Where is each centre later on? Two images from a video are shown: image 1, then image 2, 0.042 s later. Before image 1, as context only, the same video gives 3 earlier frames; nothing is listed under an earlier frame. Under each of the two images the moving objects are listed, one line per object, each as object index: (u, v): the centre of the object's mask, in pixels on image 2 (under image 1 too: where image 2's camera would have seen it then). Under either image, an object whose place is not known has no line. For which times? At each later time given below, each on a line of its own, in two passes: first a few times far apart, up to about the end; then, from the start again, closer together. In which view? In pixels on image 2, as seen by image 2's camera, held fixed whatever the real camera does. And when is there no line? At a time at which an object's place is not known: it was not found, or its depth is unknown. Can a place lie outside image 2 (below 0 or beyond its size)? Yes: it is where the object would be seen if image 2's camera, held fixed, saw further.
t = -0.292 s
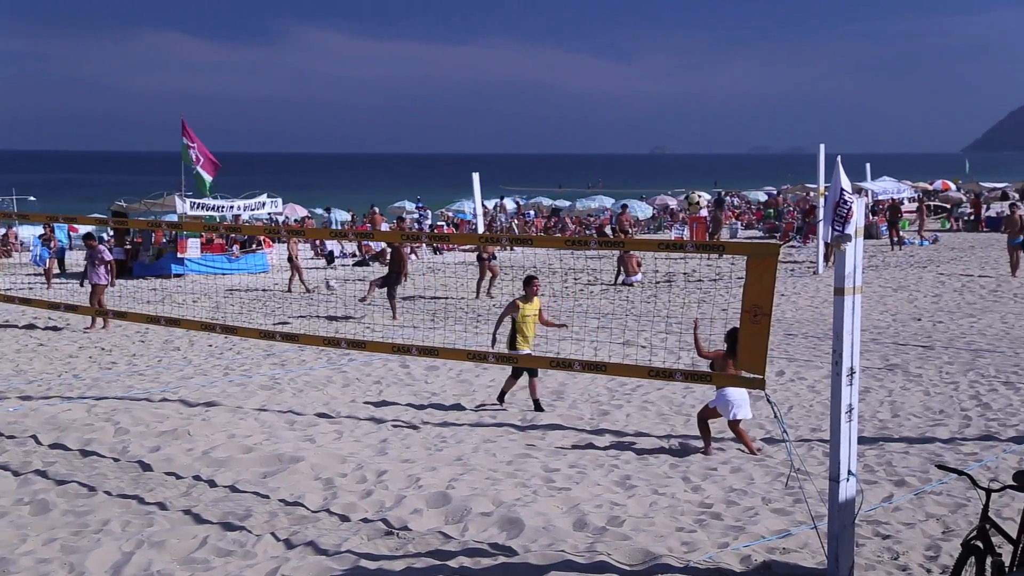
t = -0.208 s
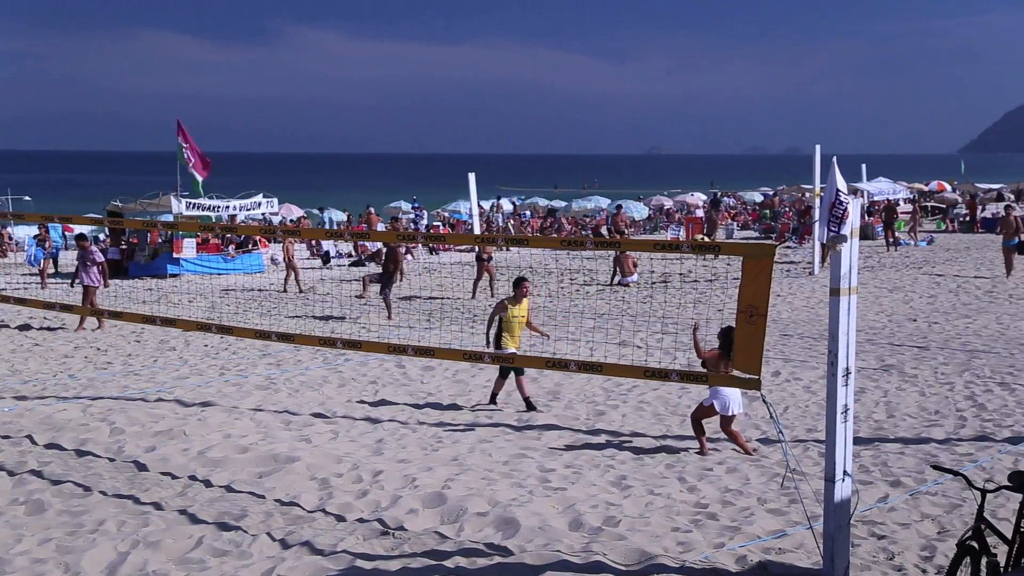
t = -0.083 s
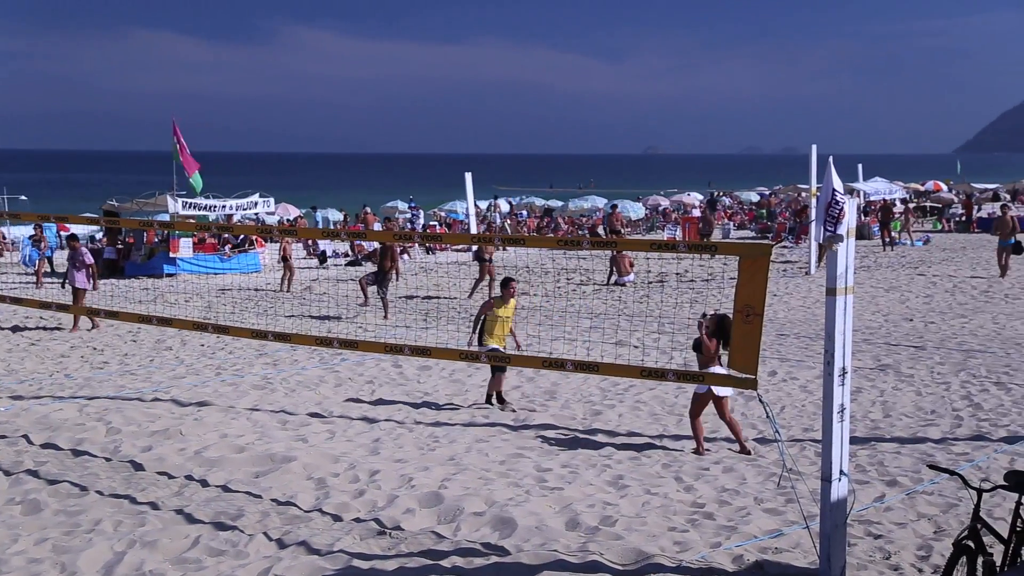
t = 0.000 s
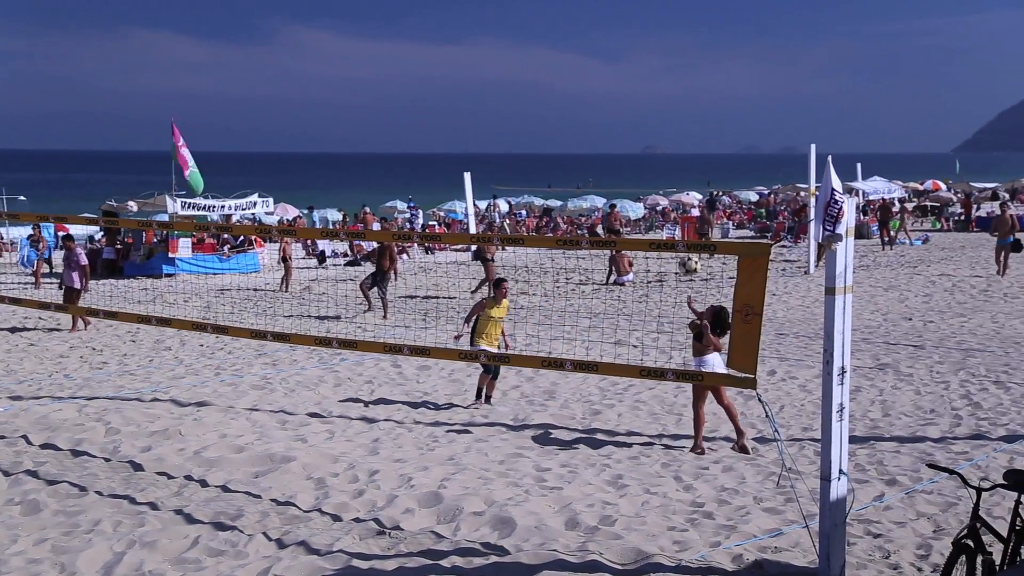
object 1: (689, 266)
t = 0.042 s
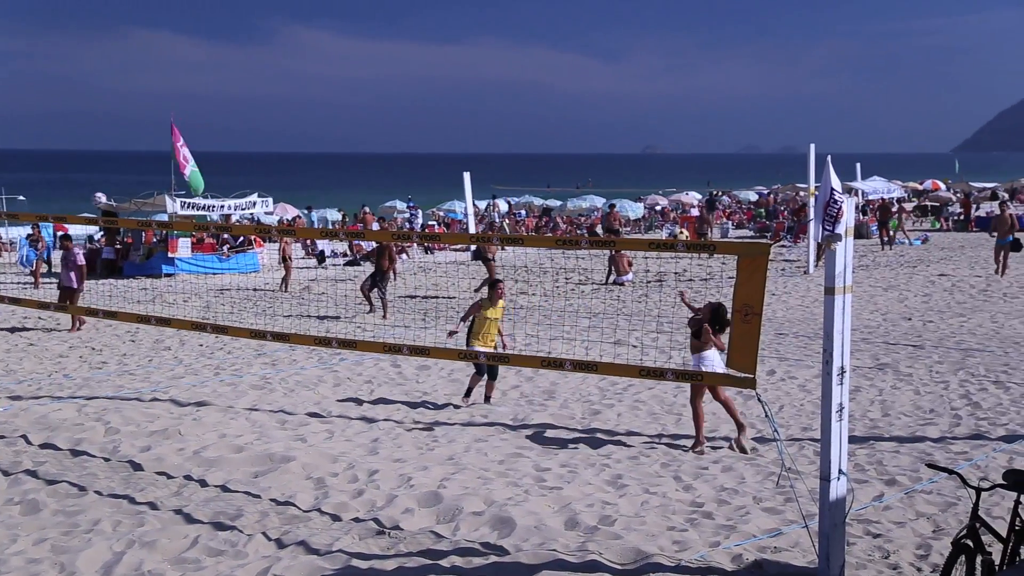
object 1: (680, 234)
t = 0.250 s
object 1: (630, 127)
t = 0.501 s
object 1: (573, 49)
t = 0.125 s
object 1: (659, 188)
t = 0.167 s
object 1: (649, 166)
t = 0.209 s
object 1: (640, 145)
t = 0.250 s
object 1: (630, 127)
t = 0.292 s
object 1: (620, 110)
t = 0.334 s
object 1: (610, 94)
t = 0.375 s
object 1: (601, 80)
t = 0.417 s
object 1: (592, 68)
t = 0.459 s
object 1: (582, 58)
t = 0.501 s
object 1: (573, 49)
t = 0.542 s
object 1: (565, 42)
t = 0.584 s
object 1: (556, 36)
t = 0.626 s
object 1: (547, 33)
